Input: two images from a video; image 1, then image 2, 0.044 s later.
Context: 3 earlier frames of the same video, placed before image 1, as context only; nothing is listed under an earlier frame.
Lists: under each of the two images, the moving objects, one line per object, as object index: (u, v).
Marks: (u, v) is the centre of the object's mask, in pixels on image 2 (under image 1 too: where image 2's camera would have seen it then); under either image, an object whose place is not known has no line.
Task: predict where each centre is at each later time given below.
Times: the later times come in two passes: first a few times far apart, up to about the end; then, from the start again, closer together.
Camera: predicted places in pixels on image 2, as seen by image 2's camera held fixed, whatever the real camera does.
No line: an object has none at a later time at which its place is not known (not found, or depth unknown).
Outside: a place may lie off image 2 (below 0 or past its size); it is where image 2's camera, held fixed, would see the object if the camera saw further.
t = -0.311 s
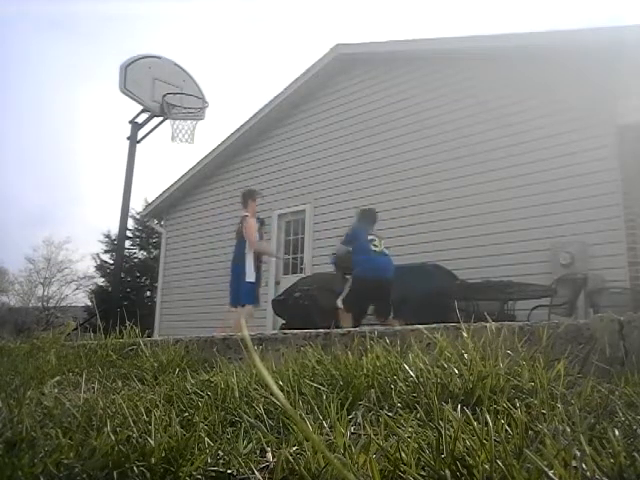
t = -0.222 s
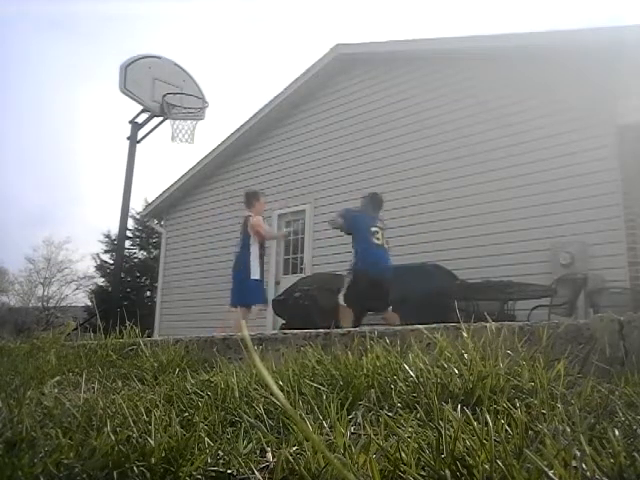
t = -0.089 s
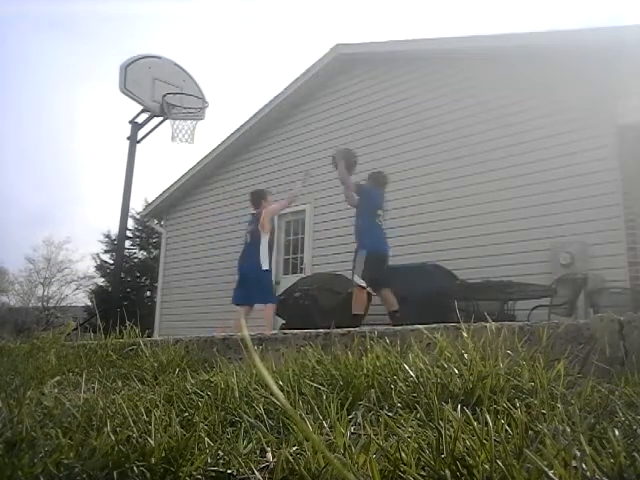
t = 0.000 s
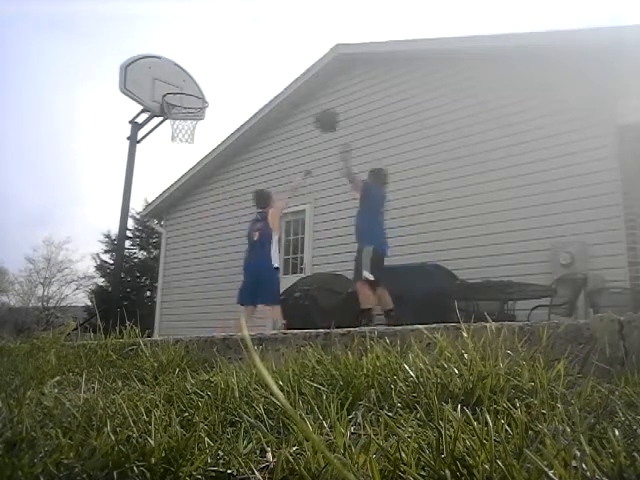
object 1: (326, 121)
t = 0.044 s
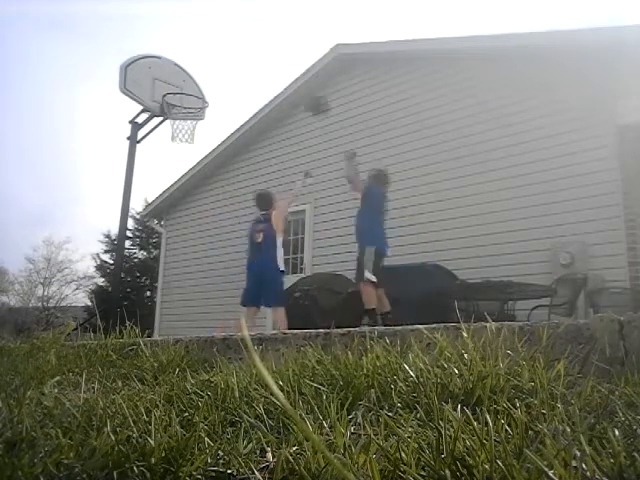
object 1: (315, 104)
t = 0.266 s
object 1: (275, 52)
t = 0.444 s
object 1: (243, 44)
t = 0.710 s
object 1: (193, 81)
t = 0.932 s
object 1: (187, 74)
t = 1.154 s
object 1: (193, 74)
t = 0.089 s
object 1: (308, 90)
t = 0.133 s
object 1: (300, 77)
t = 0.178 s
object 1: (292, 67)
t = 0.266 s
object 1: (275, 52)
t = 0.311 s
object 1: (267, 48)
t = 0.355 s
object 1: (259, 45)
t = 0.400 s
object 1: (251, 44)
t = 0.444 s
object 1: (243, 44)
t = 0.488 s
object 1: (234, 46)
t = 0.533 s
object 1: (227, 50)
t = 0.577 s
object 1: (218, 56)
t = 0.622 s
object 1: (210, 62)
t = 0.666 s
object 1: (201, 71)
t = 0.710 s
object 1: (193, 81)
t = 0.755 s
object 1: (184, 93)
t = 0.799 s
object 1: (183, 93)
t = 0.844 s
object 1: (183, 85)
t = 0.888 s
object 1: (185, 79)
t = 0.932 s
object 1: (187, 74)
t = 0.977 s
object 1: (188, 71)
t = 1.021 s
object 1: (190, 69)
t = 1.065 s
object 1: (190, 69)
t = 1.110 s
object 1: (191, 71)
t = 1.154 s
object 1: (193, 74)
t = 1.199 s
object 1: (193, 81)
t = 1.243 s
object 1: (194, 89)
